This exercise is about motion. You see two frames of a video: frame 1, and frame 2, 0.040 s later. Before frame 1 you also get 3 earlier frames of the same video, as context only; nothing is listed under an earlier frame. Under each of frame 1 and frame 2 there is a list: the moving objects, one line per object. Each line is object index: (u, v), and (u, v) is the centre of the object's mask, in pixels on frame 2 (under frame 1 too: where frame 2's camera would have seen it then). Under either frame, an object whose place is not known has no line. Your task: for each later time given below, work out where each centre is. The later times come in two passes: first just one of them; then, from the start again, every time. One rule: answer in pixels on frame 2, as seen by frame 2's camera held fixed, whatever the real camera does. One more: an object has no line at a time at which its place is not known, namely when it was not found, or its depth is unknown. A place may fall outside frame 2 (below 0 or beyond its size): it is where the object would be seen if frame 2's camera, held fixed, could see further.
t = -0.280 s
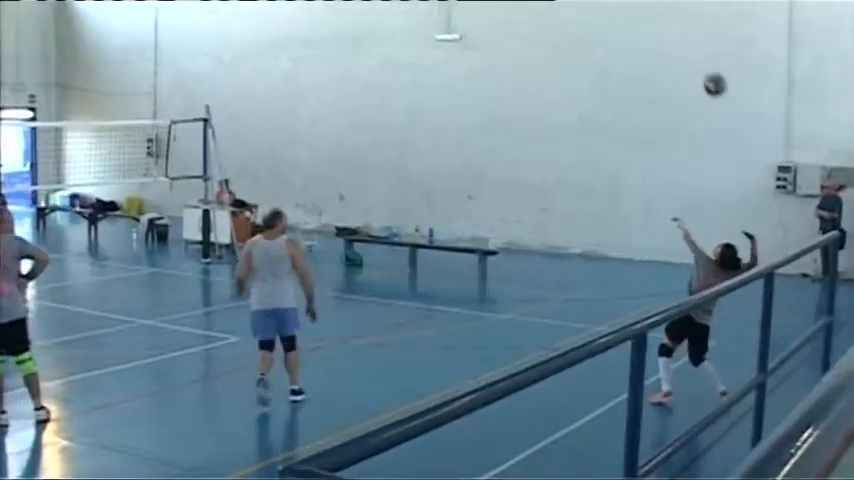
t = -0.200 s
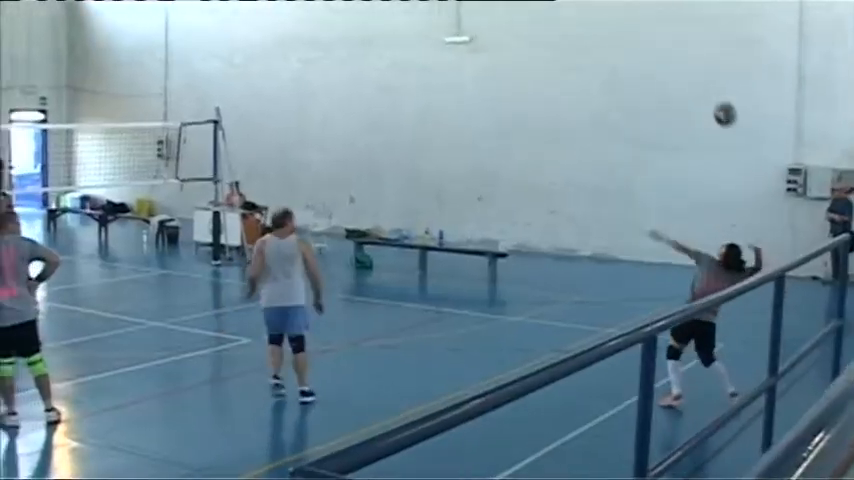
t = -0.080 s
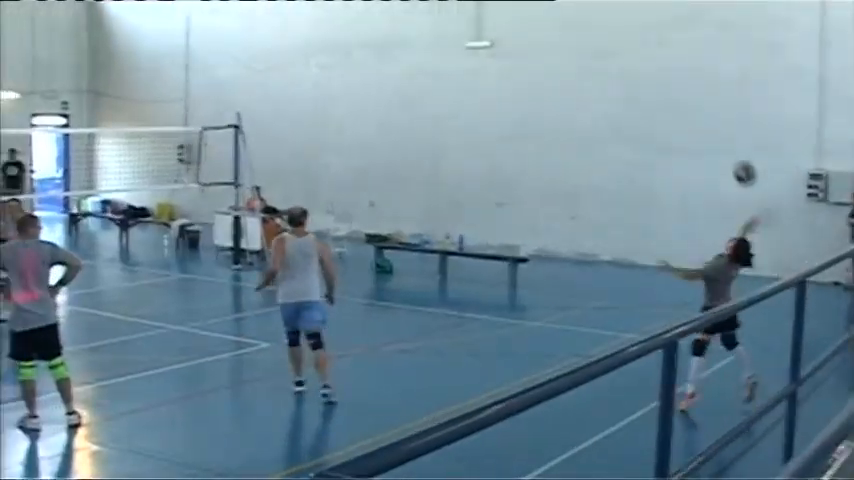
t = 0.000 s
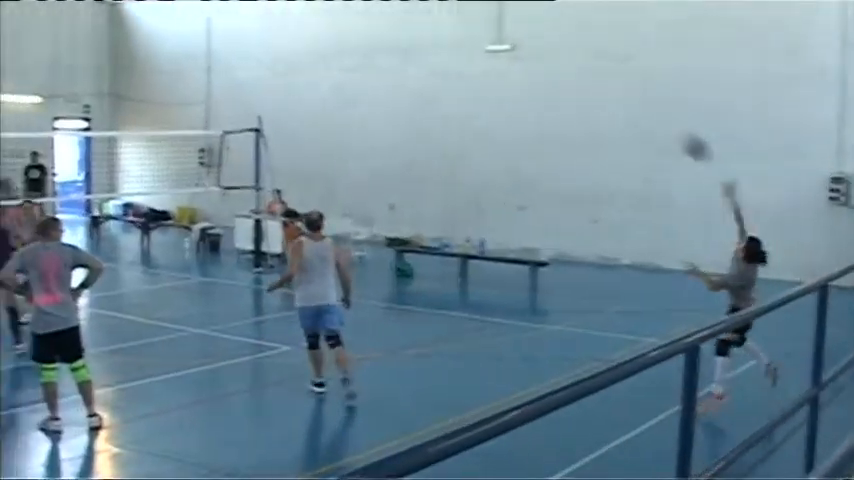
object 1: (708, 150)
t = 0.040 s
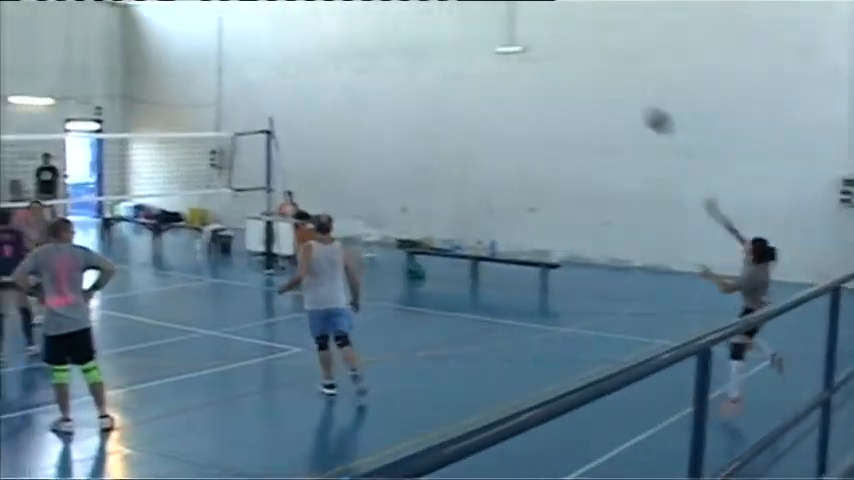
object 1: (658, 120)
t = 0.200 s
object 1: (487, 34)
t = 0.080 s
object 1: (611, 94)
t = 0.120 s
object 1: (567, 71)
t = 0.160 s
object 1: (527, 52)
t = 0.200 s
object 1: (487, 34)
